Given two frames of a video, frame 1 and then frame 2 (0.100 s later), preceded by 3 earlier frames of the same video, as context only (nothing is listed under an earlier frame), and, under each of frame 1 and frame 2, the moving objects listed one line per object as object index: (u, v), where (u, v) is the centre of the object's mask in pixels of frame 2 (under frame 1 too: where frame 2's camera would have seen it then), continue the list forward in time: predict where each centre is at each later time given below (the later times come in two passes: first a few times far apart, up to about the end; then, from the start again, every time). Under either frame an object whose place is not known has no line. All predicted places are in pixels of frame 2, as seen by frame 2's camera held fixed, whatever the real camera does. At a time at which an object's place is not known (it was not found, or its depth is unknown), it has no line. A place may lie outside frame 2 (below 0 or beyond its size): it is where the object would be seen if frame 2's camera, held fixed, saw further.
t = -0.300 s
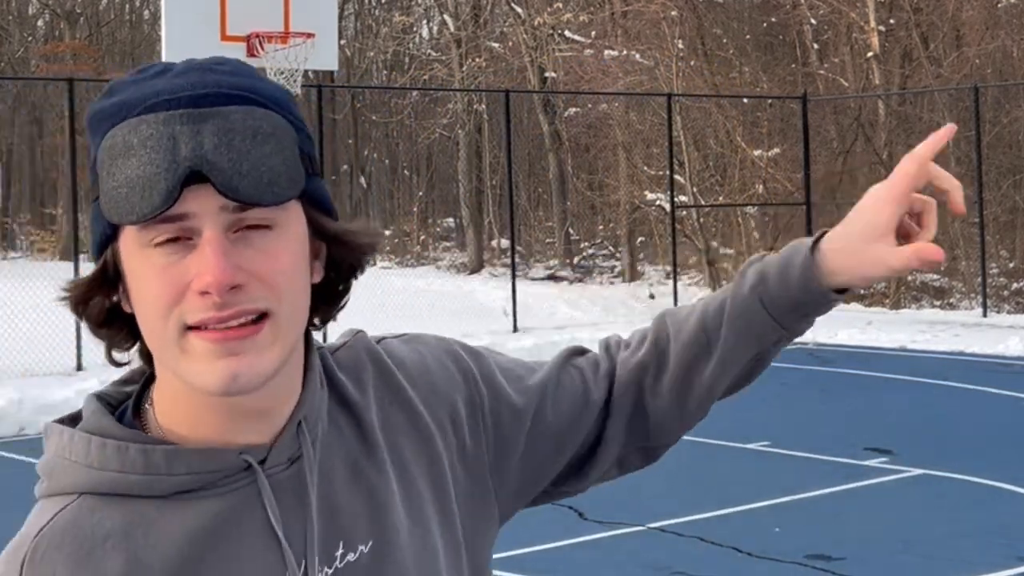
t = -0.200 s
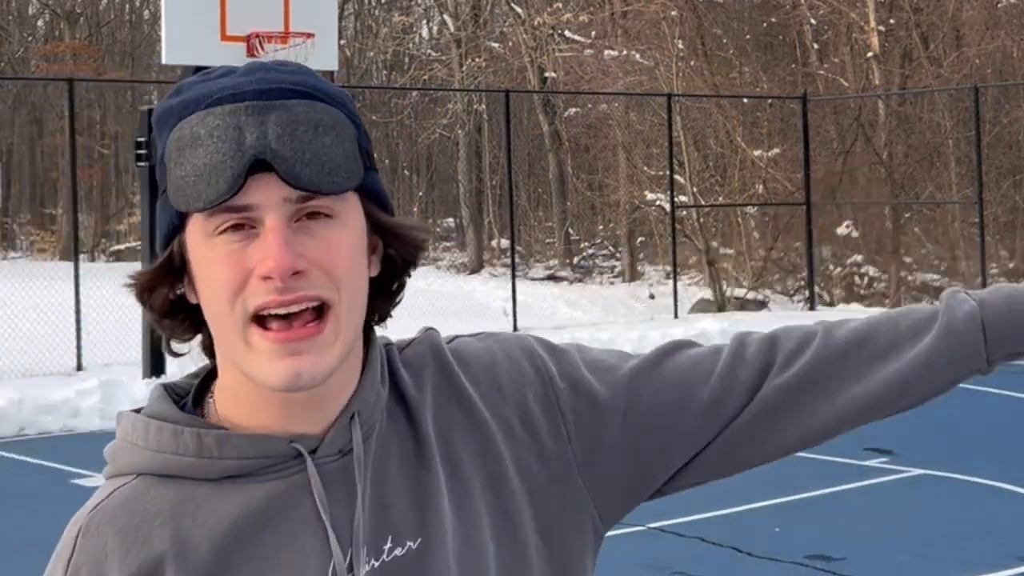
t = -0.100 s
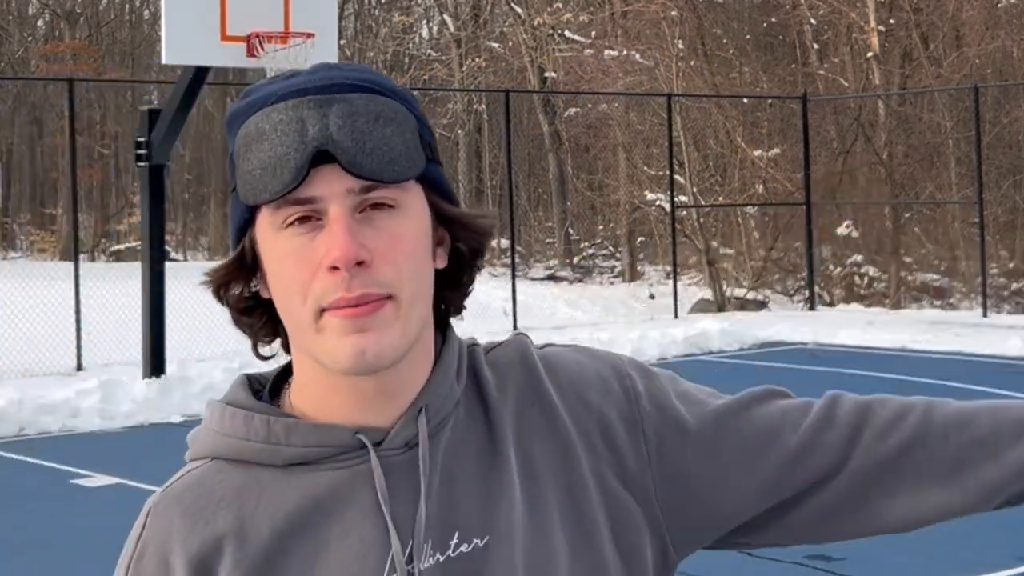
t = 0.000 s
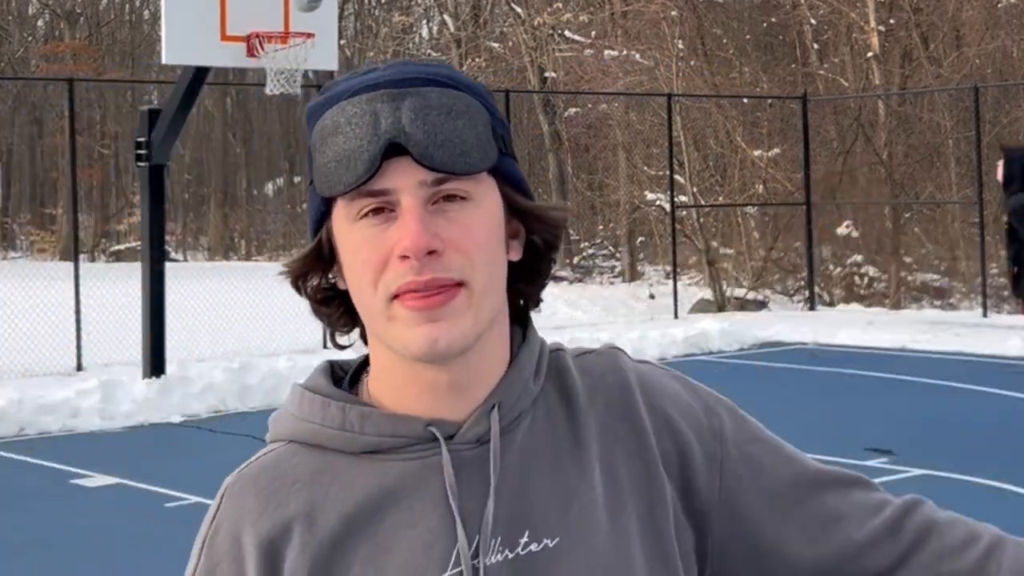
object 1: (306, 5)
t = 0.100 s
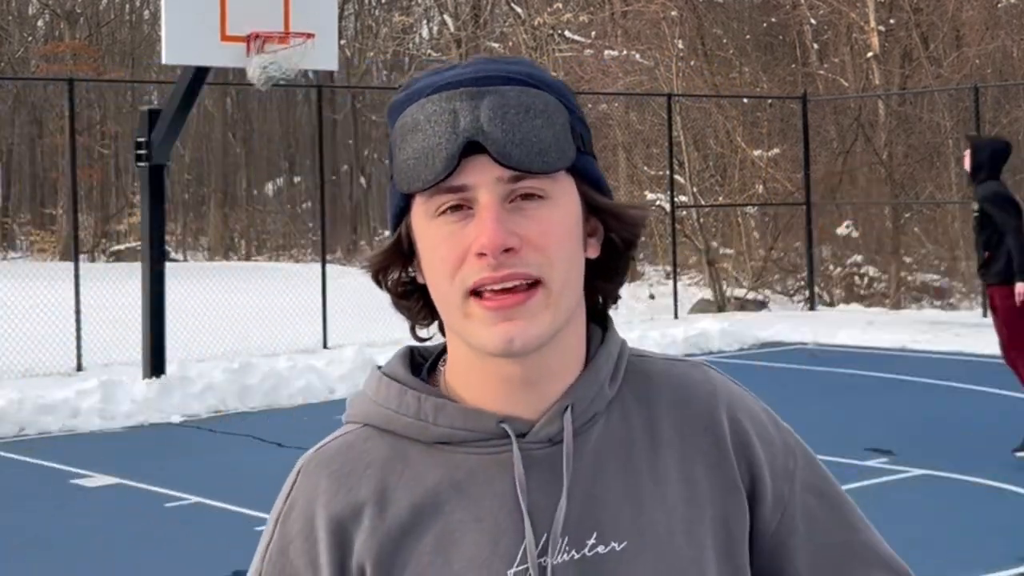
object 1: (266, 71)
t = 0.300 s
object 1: (265, 82)
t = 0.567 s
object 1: (280, 165)
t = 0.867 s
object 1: (296, 368)
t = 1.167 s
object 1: (335, 287)
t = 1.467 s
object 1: (383, 228)
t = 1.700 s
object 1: (421, 263)
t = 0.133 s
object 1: (260, 74)
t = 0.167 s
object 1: (259, 78)
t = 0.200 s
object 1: (260, 74)
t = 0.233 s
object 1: (262, 75)
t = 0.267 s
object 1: (263, 76)
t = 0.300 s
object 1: (265, 82)
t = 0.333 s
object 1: (268, 87)
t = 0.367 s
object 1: (269, 94)
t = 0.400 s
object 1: (271, 102)
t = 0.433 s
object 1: (272, 112)
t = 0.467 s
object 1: (274, 123)
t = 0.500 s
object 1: (276, 136)
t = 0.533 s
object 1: (278, 150)
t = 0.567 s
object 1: (280, 165)
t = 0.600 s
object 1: (281, 183)
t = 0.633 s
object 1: (284, 201)
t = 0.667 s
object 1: (285, 220)
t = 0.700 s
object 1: (287, 242)
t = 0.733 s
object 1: (289, 263)
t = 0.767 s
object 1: (291, 288)
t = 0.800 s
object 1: (293, 313)
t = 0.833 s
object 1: (294, 340)
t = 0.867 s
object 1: (296, 368)
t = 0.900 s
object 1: (302, 399)
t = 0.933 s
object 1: (299, 415)
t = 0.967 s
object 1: (307, 393)
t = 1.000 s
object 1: (309, 370)
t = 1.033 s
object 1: (314, 351)
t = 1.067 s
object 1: (320, 333)
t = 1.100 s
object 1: (325, 316)
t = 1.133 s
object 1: (330, 301)
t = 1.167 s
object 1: (335, 287)
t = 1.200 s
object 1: (340, 274)
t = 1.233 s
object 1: (346, 263)
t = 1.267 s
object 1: (351, 254)
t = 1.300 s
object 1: (356, 247)
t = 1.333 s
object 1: (361, 239)
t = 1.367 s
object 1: (367, 235)
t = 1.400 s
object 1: (372, 231)
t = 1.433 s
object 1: (378, 229)
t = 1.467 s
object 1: (383, 228)
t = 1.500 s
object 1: (388, 229)
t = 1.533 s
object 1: (394, 230)
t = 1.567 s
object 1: (399, 234)
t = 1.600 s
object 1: (405, 239)
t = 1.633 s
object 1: (411, 245)
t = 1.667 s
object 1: (416, 253)
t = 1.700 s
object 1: (421, 263)
